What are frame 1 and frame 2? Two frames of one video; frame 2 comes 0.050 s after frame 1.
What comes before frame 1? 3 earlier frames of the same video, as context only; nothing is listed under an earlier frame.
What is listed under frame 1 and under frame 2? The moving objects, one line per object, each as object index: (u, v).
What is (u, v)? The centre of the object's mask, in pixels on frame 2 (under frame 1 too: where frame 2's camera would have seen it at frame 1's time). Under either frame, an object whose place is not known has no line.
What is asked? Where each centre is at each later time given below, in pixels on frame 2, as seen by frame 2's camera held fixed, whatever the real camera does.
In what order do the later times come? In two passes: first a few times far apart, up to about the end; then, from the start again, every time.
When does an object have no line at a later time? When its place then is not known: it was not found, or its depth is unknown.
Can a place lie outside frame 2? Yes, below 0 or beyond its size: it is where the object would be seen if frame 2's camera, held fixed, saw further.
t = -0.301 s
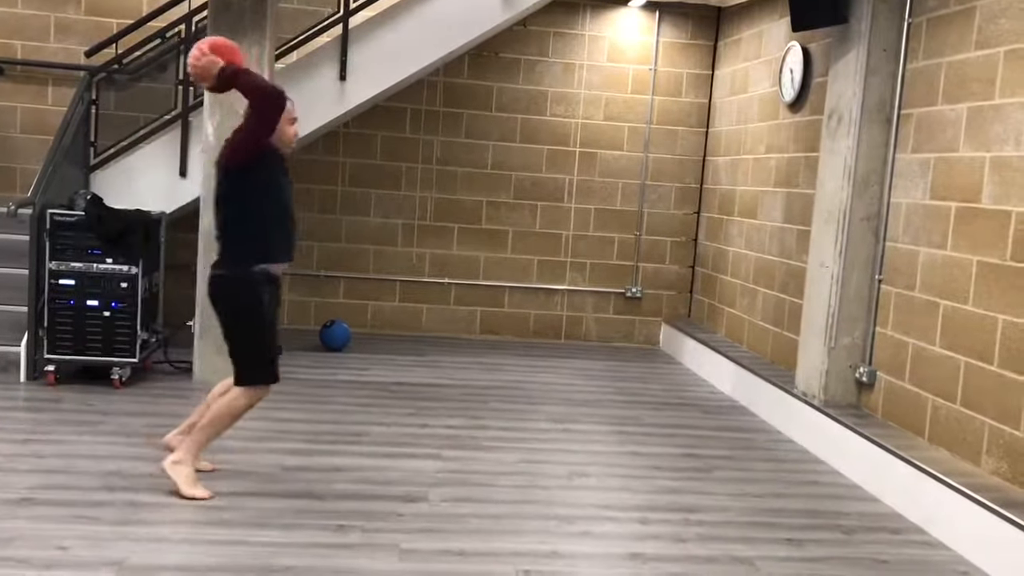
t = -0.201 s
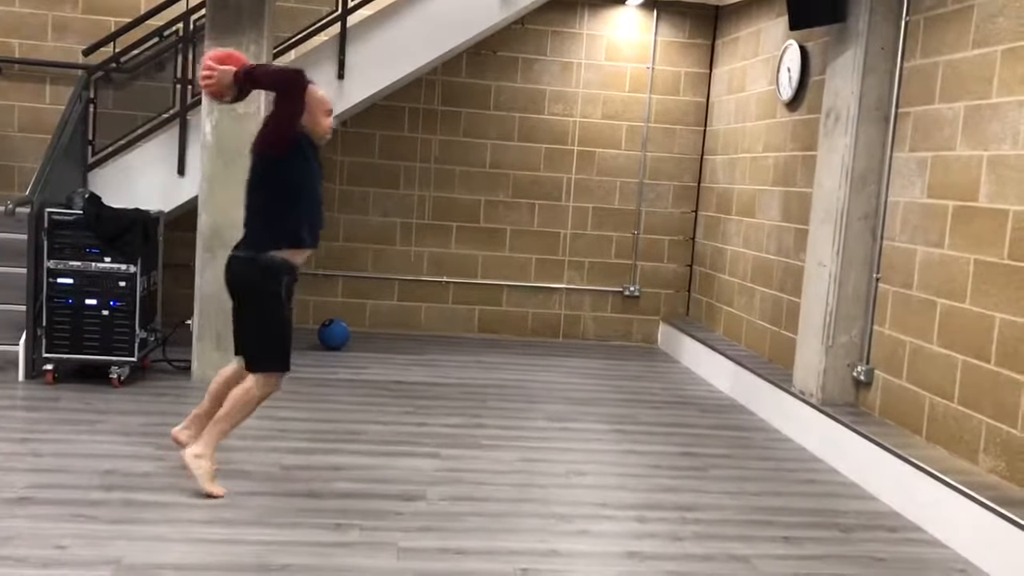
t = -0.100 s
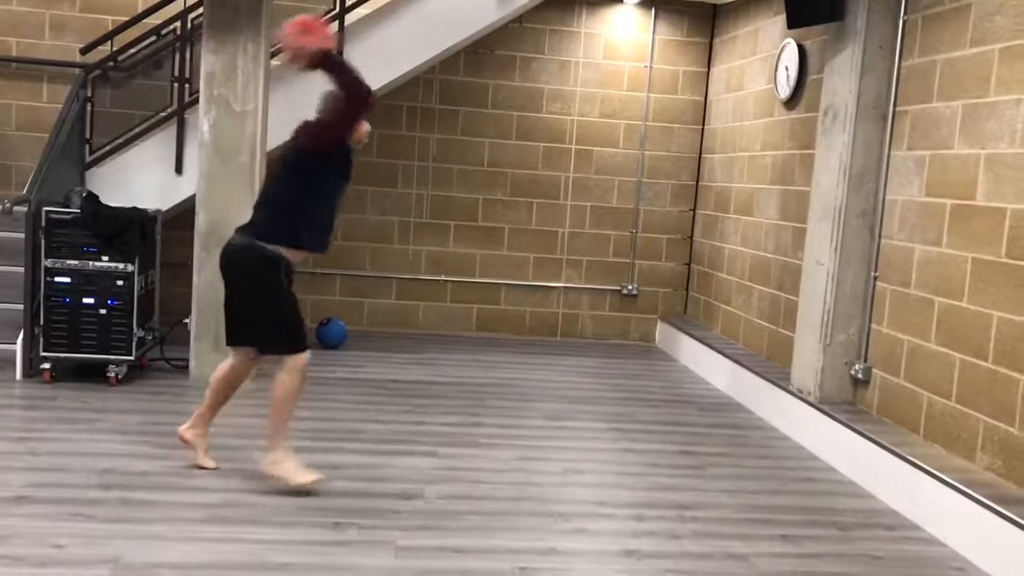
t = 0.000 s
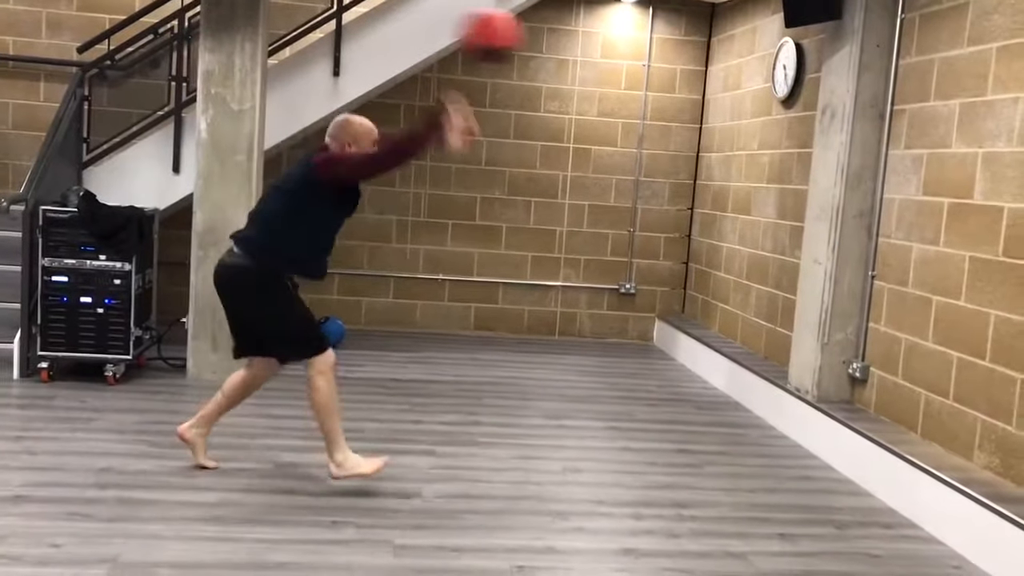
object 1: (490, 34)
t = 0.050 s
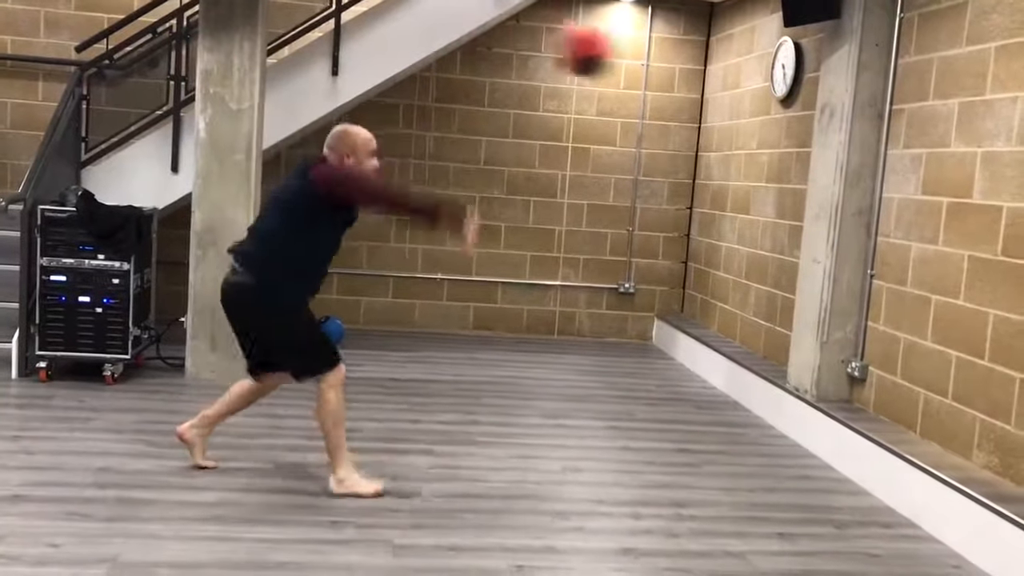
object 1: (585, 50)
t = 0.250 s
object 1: (958, 166)
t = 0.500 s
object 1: (626, 300)
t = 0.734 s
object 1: (316, 410)
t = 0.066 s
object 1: (617, 57)
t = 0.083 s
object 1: (652, 62)
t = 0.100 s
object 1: (682, 69)
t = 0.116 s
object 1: (710, 76)
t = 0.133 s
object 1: (743, 87)
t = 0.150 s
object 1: (777, 96)
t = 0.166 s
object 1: (805, 104)
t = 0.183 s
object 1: (834, 114)
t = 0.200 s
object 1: (864, 126)
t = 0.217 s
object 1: (893, 136)
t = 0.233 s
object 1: (923, 150)
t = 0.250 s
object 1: (958, 166)
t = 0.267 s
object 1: (957, 171)
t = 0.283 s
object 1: (933, 175)
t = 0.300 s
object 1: (911, 181)
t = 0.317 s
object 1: (888, 186)
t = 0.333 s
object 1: (866, 193)
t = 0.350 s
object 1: (843, 201)
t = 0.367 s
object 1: (818, 209)
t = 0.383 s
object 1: (795, 218)
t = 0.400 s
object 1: (774, 227)
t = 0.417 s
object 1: (749, 238)
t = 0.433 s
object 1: (723, 249)
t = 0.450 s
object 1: (699, 261)
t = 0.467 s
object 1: (674, 272)
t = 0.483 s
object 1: (649, 285)
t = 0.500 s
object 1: (626, 300)
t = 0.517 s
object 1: (601, 315)
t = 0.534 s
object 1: (576, 329)
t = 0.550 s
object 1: (552, 344)
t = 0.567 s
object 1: (527, 362)
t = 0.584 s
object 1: (500, 381)
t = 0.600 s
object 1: (475, 399)
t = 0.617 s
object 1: (451, 417)
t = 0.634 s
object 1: (425, 438)
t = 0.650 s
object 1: (397, 463)
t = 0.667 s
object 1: (376, 474)
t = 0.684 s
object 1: (361, 462)
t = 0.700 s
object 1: (345, 441)
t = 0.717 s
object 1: (331, 425)
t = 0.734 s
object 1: (316, 410)
